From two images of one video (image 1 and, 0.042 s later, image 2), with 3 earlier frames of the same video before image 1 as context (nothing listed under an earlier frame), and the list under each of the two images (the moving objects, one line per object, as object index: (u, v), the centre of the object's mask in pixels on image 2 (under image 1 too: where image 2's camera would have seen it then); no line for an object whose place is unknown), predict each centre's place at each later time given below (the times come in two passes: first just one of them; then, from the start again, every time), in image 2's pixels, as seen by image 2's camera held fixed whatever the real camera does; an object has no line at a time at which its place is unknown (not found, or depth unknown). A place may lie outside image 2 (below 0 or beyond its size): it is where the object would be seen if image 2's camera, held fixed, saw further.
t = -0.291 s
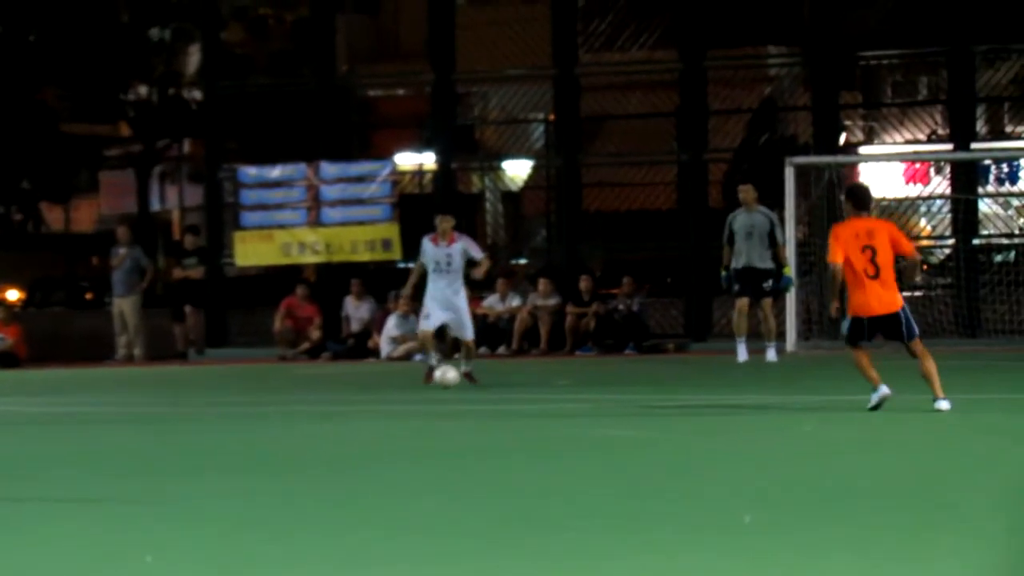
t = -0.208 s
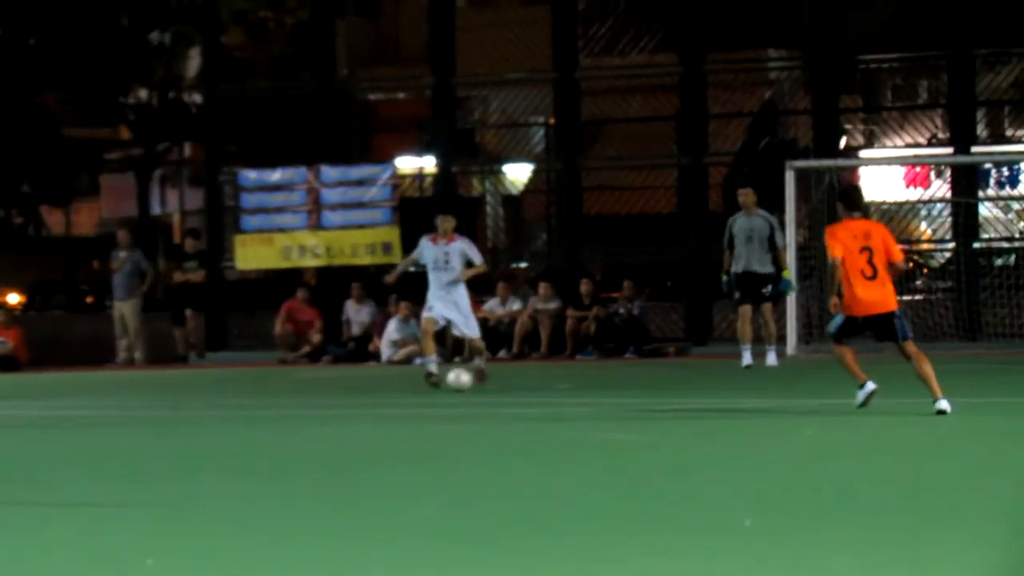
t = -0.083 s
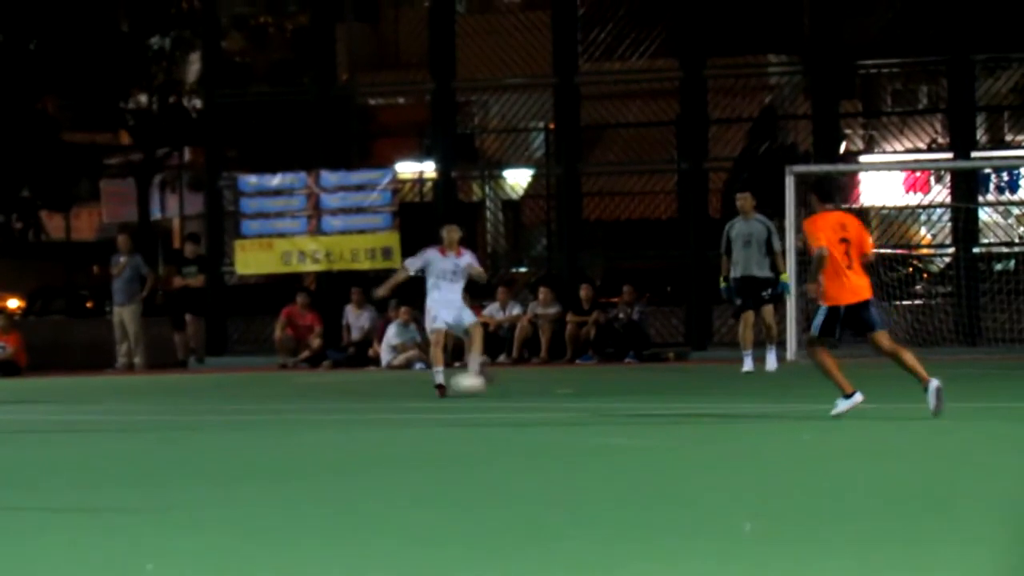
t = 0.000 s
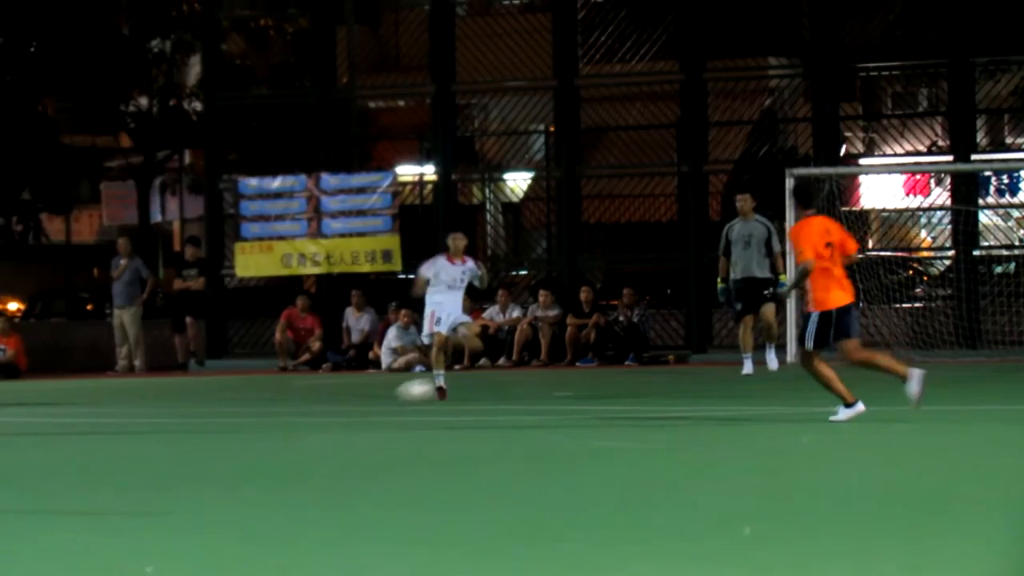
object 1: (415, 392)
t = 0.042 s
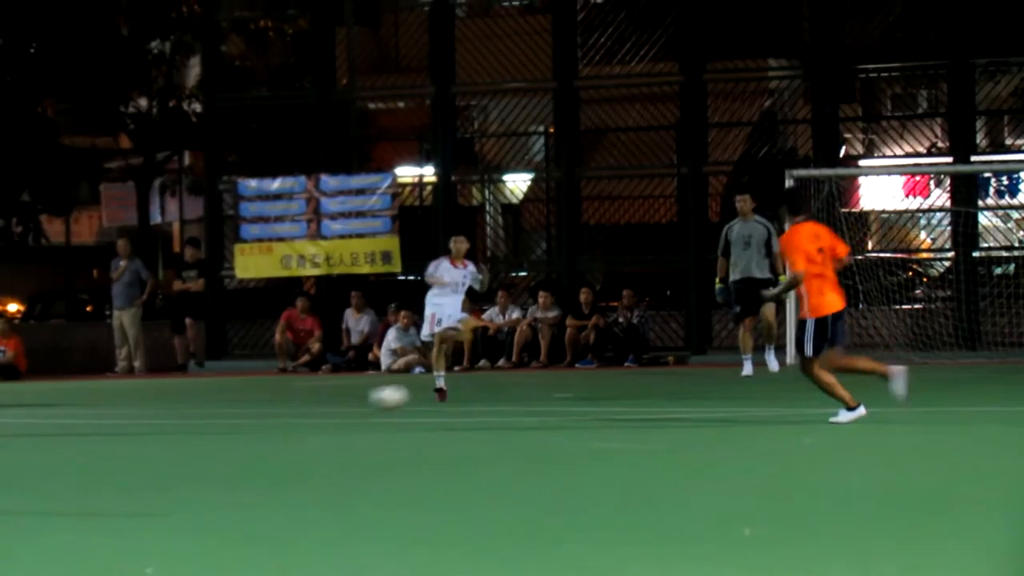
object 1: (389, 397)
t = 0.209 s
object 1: (281, 405)
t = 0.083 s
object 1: (362, 397)
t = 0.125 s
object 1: (335, 400)
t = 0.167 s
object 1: (308, 405)
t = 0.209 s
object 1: (281, 405)
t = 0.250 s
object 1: (252, 408)
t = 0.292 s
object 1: (224, 411)
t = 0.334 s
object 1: (198, 413)
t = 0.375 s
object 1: (171, 415)
